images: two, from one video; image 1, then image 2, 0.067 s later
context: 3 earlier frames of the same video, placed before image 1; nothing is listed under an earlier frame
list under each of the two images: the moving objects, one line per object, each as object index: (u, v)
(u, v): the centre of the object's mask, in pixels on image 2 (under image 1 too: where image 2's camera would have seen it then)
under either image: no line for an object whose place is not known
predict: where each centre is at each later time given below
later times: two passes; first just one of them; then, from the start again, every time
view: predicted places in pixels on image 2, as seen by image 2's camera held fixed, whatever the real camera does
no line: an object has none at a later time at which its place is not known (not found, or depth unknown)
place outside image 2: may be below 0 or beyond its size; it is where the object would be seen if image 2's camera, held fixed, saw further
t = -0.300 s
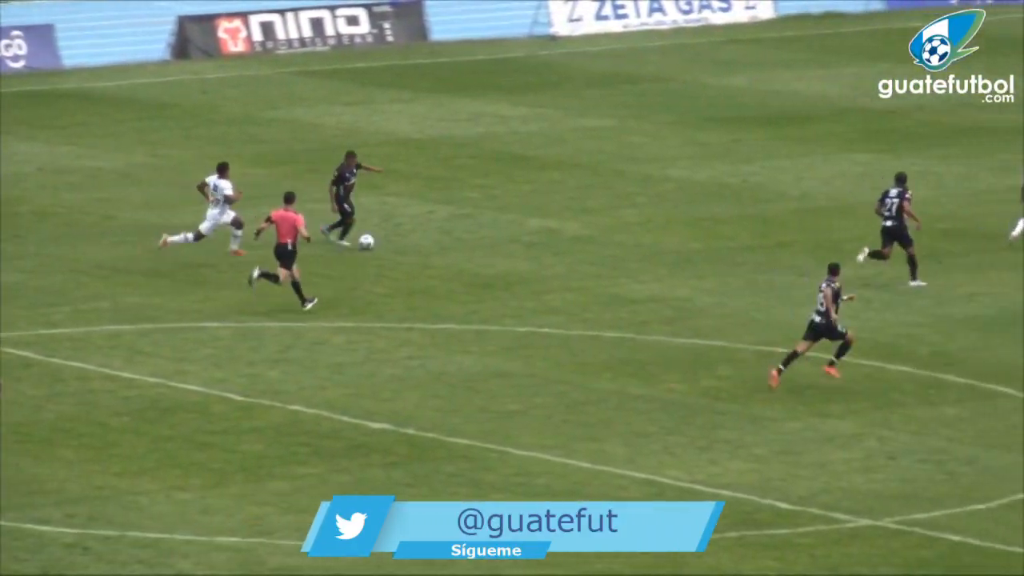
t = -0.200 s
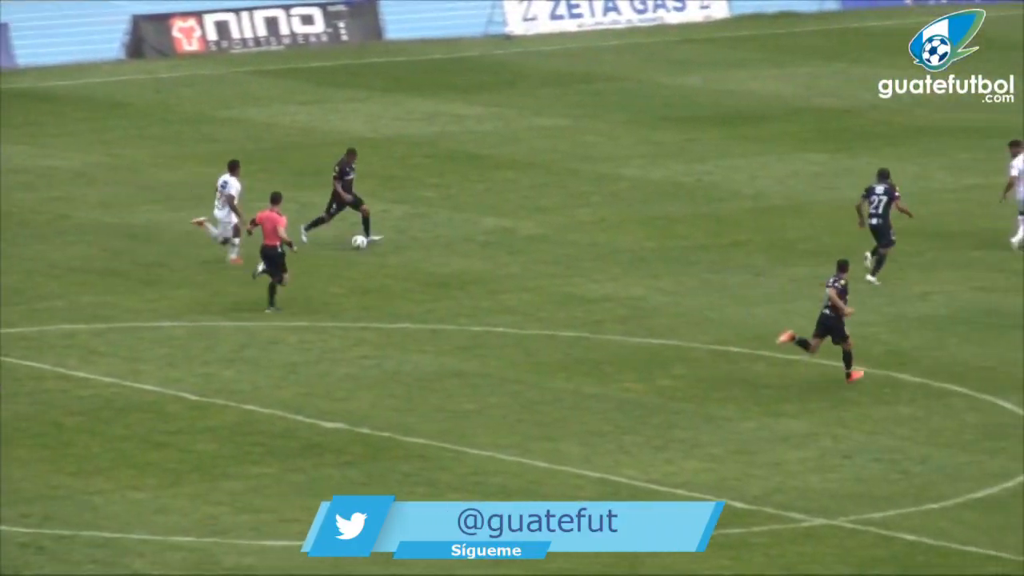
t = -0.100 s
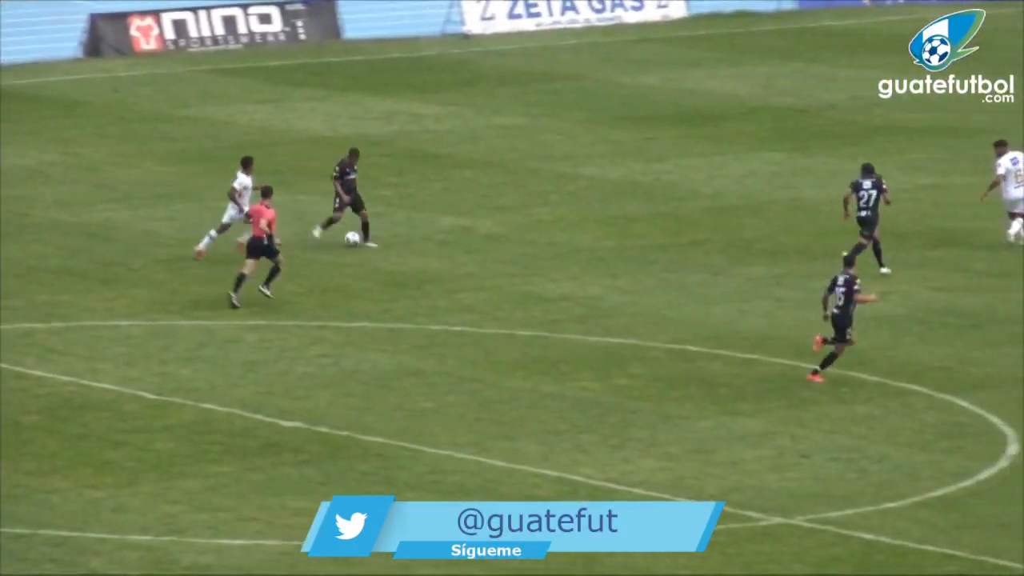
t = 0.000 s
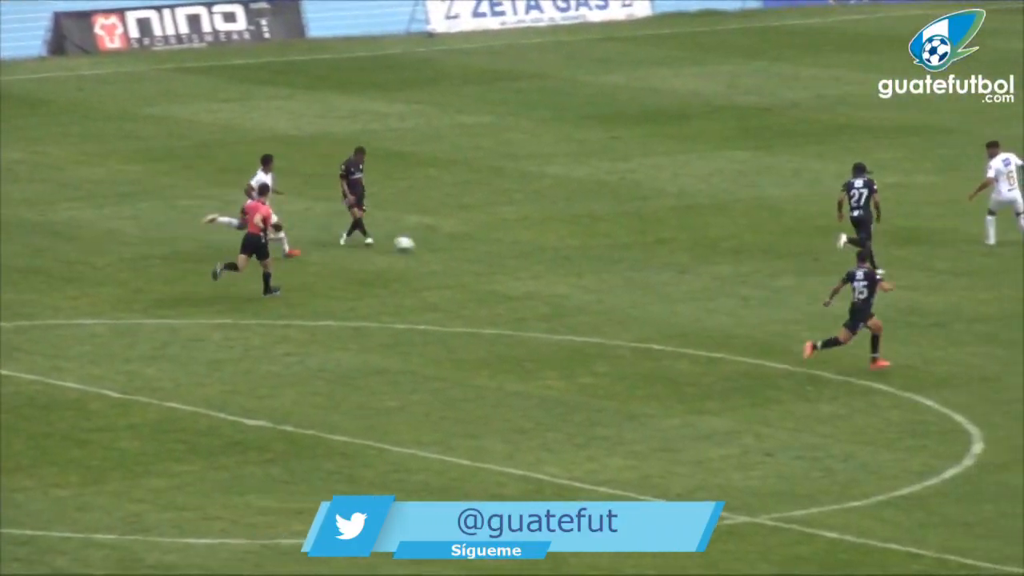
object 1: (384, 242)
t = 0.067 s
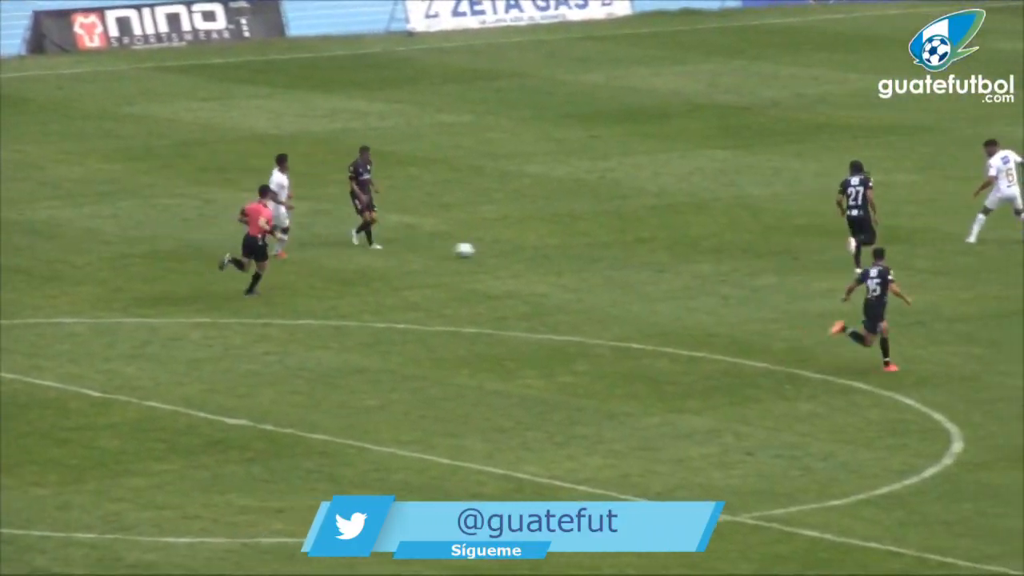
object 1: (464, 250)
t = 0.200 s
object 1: (613, 259)
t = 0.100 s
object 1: (500, 251)
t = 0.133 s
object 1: (538, 252)
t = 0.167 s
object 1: (575, 255)
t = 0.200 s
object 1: (613, 259)
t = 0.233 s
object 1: (650, 263)
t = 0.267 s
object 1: (687, 268)
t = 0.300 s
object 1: (722, 270)
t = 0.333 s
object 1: (755, 271)
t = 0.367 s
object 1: (787, 271)
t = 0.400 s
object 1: (821, 272)
